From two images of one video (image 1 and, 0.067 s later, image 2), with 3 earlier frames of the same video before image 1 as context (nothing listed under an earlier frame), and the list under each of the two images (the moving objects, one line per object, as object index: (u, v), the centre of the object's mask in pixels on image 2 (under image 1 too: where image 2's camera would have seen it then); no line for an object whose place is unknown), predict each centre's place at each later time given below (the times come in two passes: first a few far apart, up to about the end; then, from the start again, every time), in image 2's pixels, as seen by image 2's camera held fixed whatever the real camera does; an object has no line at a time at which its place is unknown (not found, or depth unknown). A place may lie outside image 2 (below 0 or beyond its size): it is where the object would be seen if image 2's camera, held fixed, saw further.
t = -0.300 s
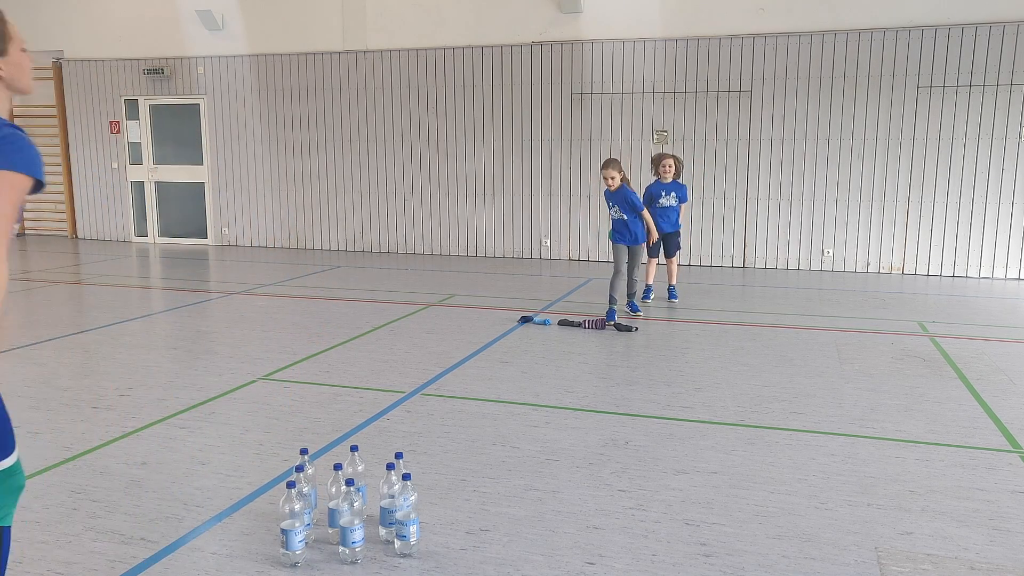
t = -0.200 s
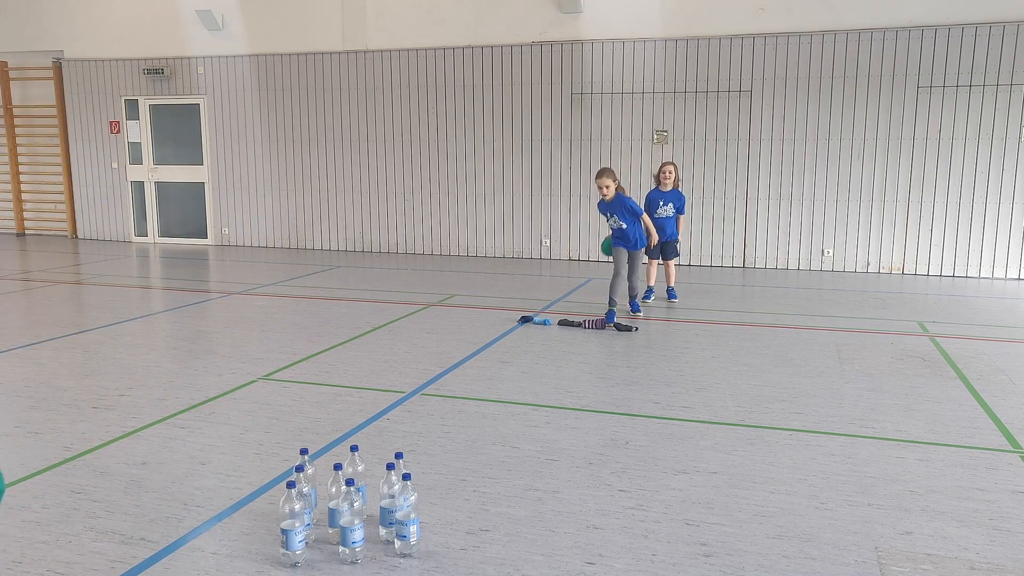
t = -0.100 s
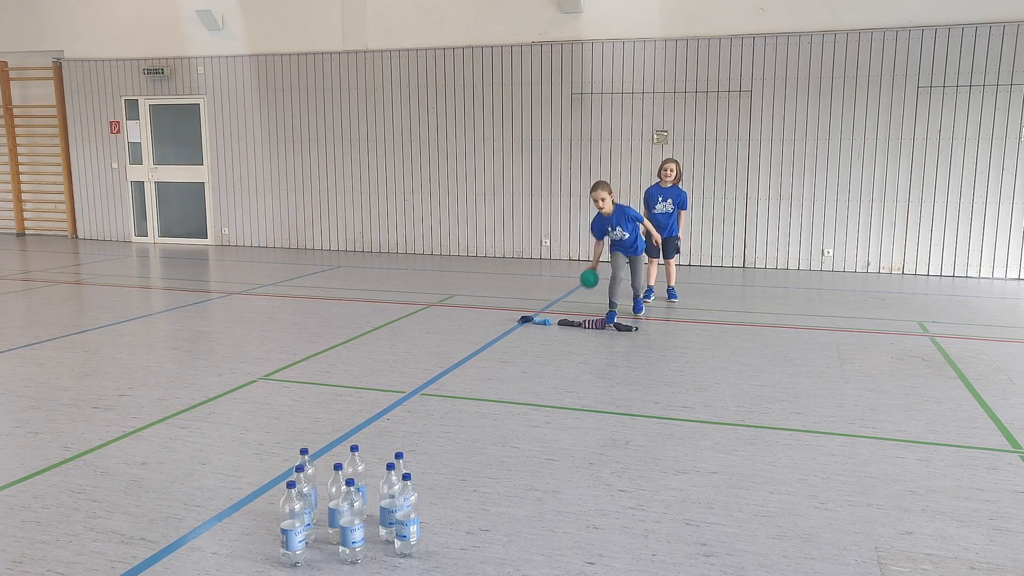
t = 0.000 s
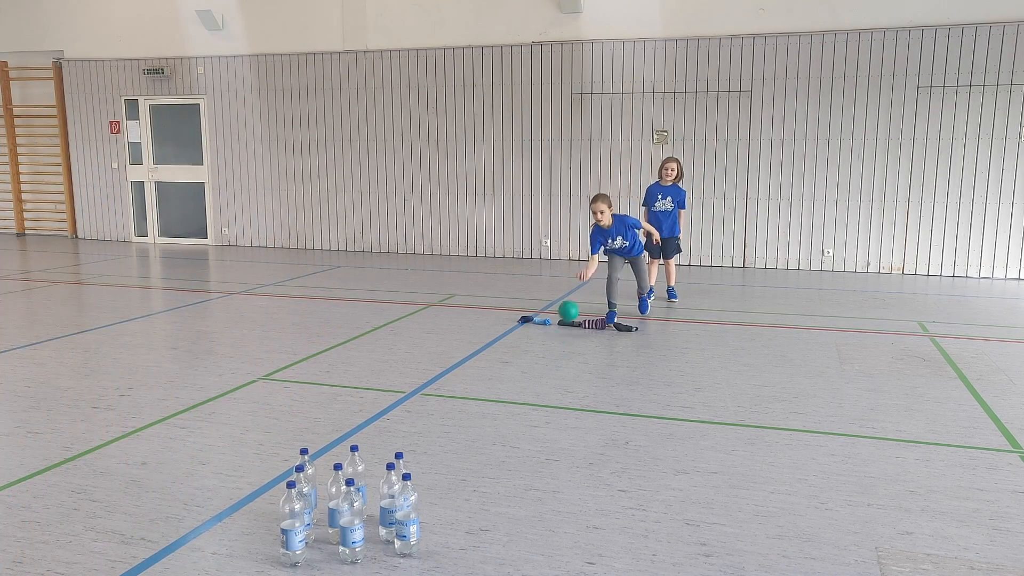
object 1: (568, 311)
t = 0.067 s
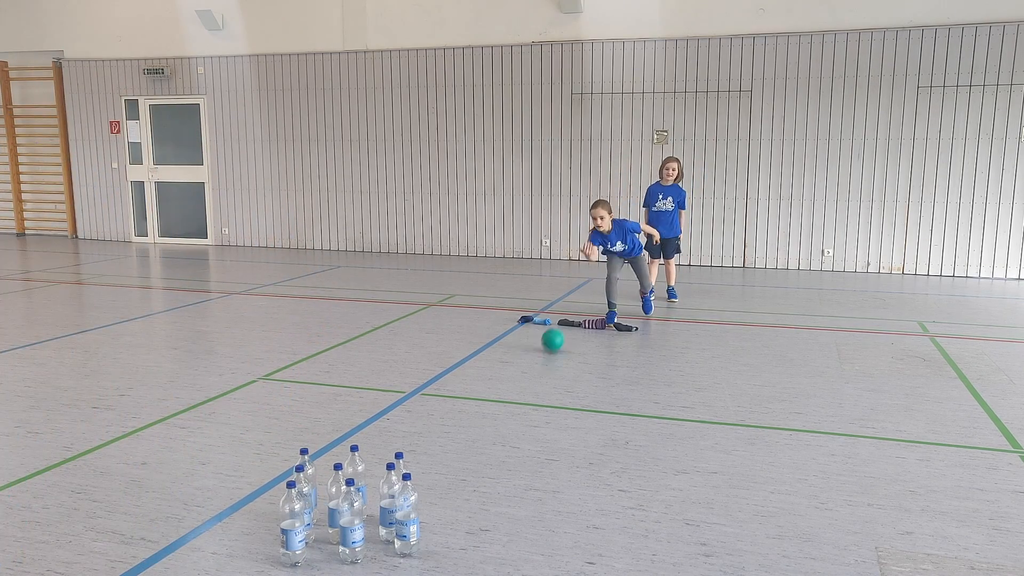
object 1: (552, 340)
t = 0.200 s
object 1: (527, 343)
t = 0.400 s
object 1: (472, 403)
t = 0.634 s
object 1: (386, 444)
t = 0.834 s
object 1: (285, 386)
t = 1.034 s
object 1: (133, 468)
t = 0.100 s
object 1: (546, 344)
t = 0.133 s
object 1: (540, 342)
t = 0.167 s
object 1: (533, 341)
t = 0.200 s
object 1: (527, 343)
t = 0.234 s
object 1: (519, 346)
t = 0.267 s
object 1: (511, 352)
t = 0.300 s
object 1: (502, 360)
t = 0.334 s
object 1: (493, 371)
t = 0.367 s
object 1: (483, 385)
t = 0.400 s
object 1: (472, 403)
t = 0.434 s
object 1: (461, 424)
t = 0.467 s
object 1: (449, 443)
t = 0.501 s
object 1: (438, 443)
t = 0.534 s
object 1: (426, 446)
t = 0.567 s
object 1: (415, 450)
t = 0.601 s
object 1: (400, 457)
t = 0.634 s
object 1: (386, 444)
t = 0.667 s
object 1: (372, 429)
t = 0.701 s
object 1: (357, 415)
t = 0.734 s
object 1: (341, 404)
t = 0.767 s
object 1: (324, 395)
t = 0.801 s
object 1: (305, 389)
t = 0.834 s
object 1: (285, 386)
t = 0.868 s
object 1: (264, 387)
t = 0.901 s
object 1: (241, 392)
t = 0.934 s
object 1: (217, 402)
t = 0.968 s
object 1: (191, 418)
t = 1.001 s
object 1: (163, 439)
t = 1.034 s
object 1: (133, 468)
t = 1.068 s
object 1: (99, 505)
